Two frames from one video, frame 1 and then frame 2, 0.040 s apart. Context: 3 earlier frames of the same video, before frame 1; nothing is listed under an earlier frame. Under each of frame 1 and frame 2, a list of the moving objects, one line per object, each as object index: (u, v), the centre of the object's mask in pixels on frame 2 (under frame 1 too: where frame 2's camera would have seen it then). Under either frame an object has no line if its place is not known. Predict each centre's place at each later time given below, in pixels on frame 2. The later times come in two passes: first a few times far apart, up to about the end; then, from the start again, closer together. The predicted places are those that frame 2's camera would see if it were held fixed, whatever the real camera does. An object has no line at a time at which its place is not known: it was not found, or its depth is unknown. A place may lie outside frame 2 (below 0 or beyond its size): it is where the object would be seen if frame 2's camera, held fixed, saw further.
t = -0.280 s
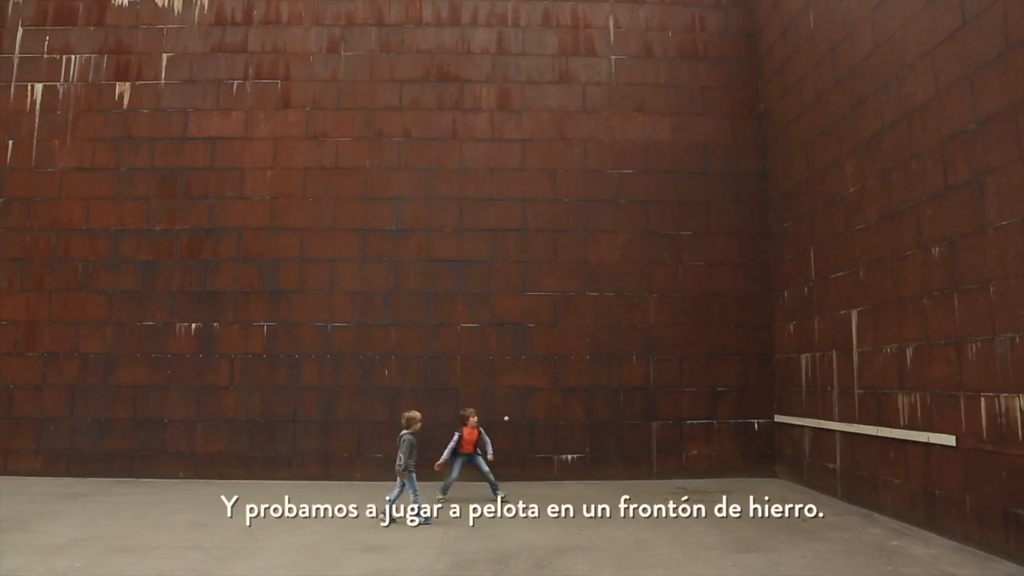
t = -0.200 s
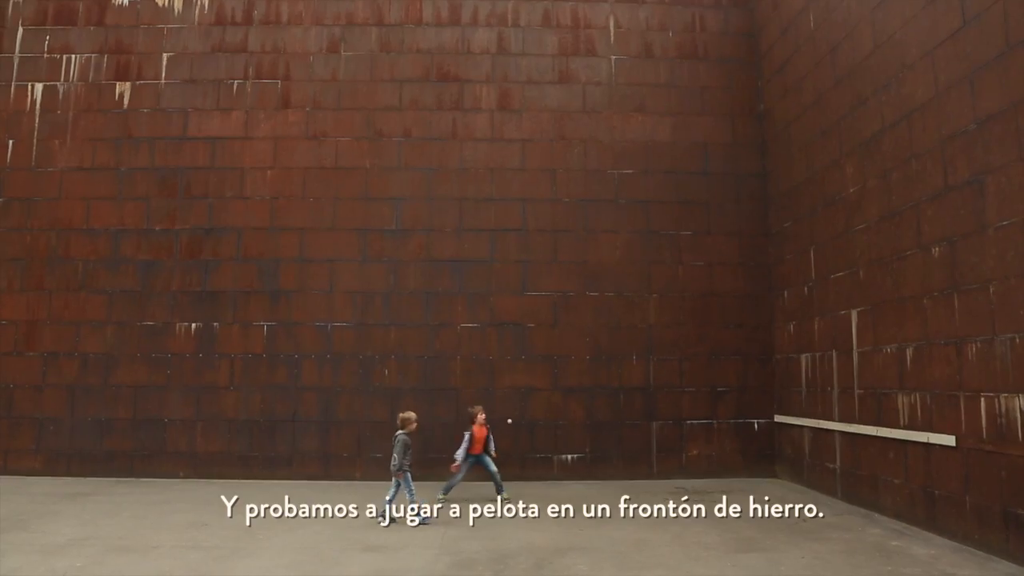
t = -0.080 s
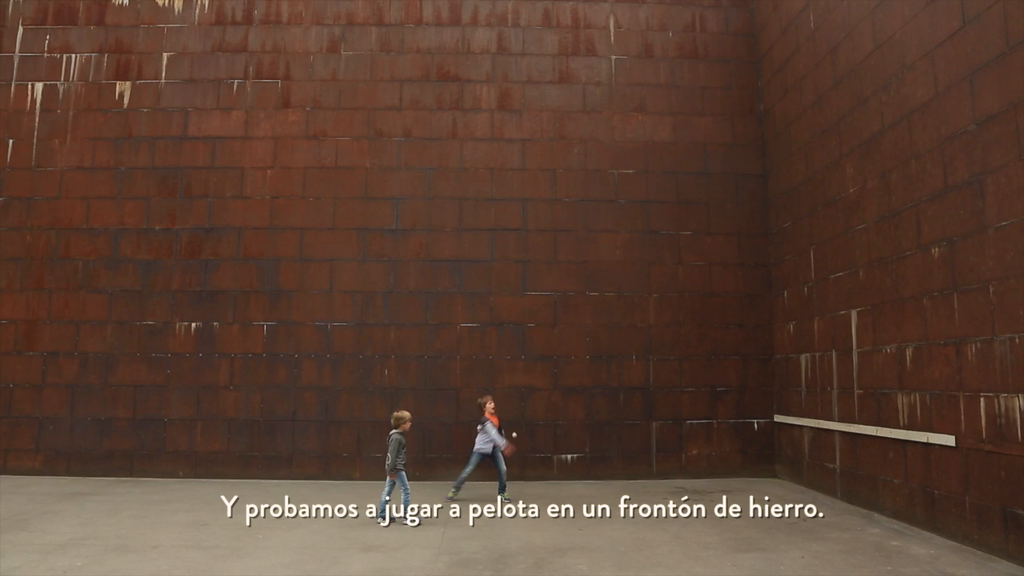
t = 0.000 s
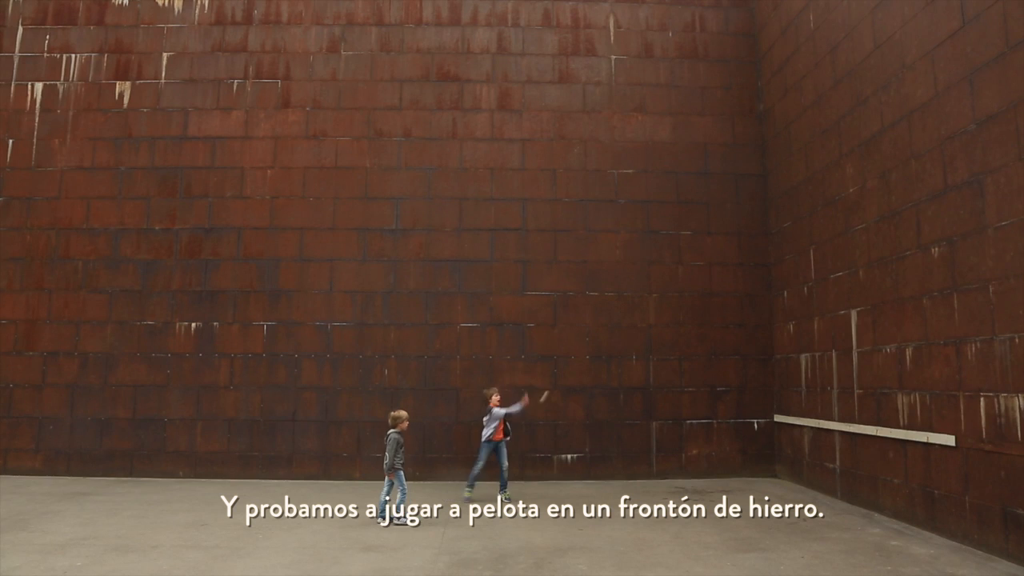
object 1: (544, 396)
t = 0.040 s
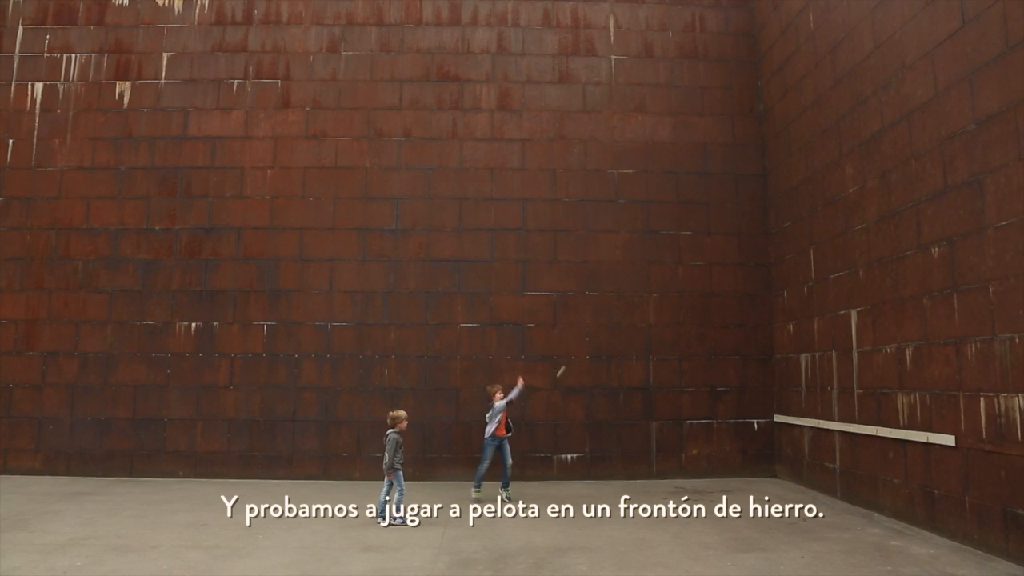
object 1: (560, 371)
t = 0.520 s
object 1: (740, 187)
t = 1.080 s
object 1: (714, 181)
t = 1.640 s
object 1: (583, 375)
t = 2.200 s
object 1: (497, 390)
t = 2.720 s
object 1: (439, 411)
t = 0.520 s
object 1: (740, 187)
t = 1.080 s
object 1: (714, 181)
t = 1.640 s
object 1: (583, 375)
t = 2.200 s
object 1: (497, 390)
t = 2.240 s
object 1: (493, 386)
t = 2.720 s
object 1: (439, 411)
